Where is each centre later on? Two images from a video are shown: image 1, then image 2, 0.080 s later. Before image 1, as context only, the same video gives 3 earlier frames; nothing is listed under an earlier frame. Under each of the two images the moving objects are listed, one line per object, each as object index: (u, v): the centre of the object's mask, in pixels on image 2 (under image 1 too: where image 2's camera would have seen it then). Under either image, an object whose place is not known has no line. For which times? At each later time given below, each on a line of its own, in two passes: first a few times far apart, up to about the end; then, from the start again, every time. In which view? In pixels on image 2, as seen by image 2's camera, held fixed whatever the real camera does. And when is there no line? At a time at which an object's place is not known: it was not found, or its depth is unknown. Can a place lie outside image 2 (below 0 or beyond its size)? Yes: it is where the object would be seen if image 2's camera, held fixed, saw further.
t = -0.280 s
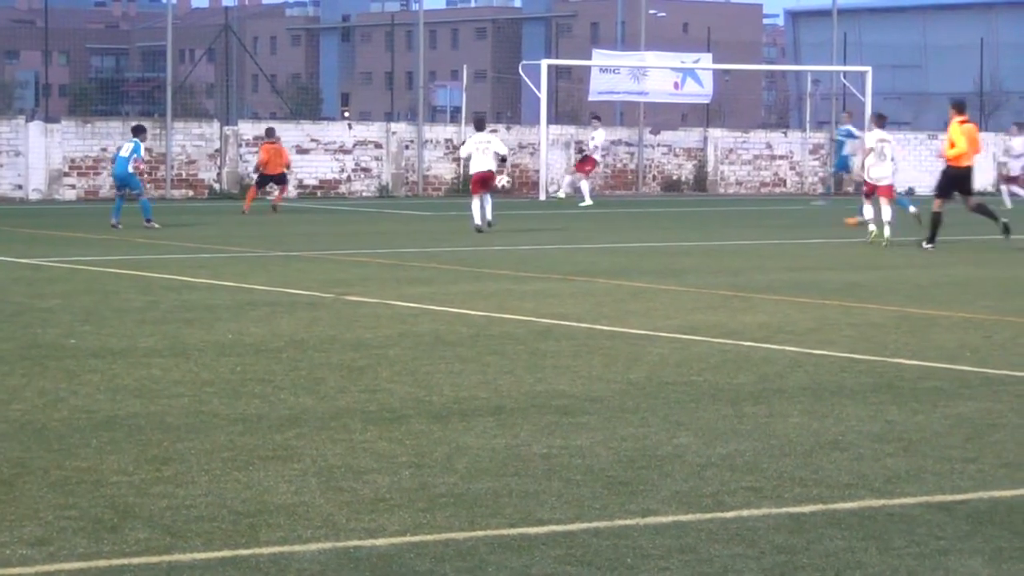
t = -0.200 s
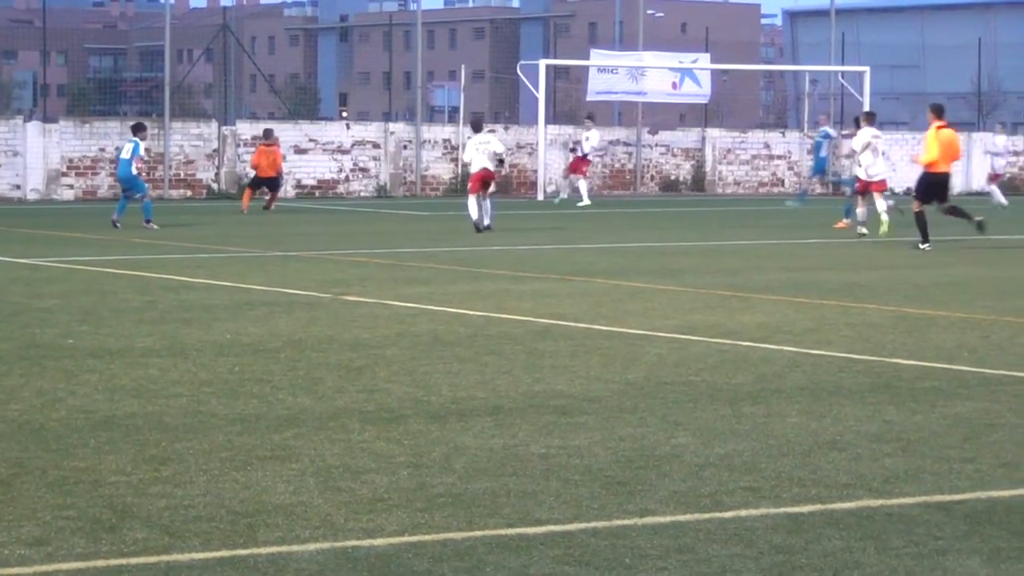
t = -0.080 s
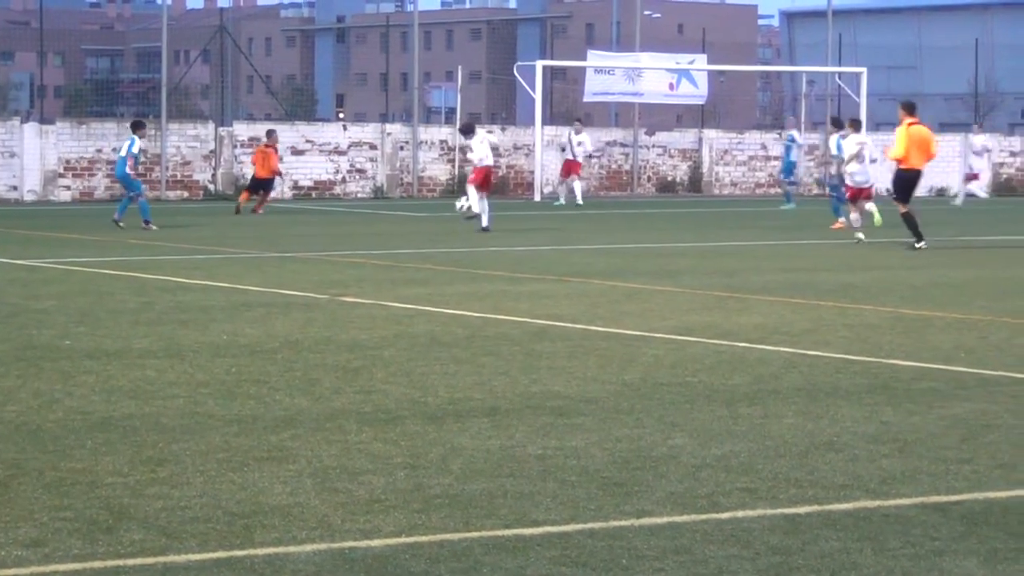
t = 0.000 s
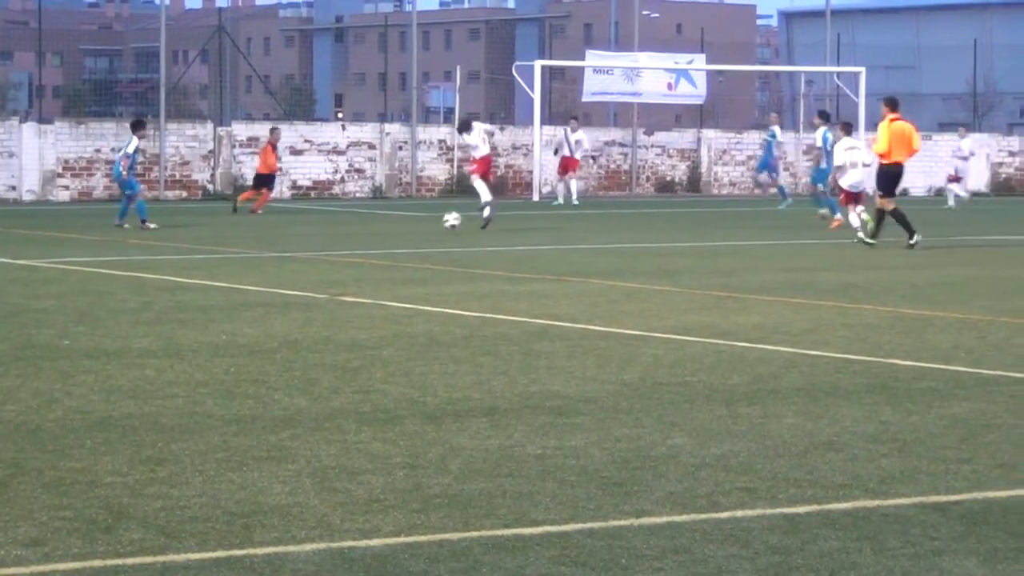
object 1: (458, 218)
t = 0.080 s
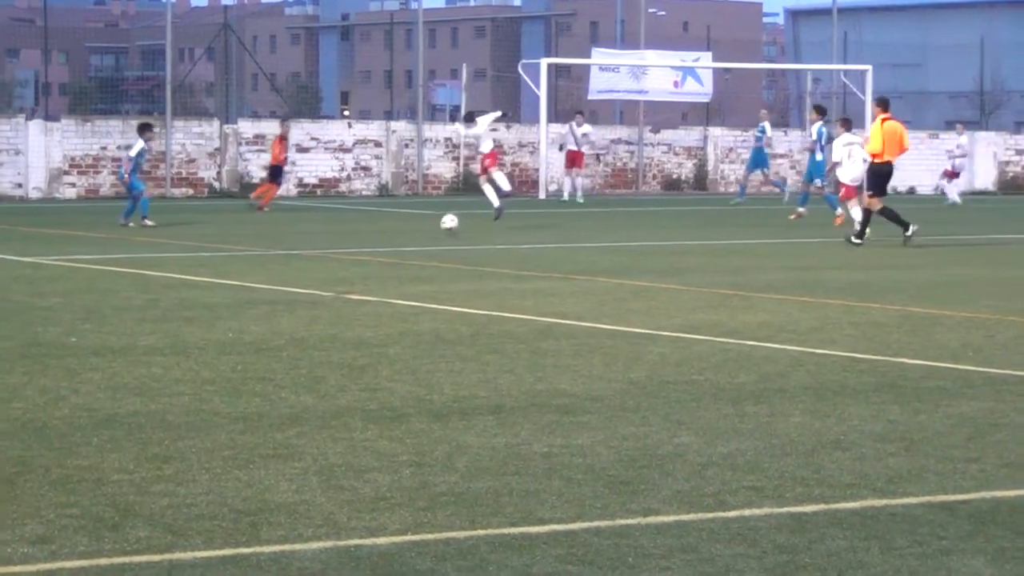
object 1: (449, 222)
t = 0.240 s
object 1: (437, 218)
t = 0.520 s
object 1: (428, 235)
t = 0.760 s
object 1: (430, 255)
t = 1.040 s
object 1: (440, 269)
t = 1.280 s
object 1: (450, 280)
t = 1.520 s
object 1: (466, 291)
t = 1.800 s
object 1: (490, 306)
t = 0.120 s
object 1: (446, 219)
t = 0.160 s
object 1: (443, 218)
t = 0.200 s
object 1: (440, 217)
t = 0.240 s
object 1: (437, 218)
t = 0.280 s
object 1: (435, 220)
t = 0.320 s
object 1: (433, 225)
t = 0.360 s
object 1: (431, 231)
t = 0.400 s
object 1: (429, 239)
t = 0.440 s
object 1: (428, 241)
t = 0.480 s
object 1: (428, 237)
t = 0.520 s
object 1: (428, 235)
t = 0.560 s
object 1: (427, 235)
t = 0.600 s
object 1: (428, 237)
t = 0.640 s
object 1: (428, 239)
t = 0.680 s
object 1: (429, 244)
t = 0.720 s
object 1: (429, 252)
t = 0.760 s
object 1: (430, 255)
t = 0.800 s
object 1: (431, 251)
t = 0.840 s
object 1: (432, 249)
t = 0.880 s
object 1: (434, 249)
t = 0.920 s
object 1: (435, 251)
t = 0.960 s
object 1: (437, 255)
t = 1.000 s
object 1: (438, 260)
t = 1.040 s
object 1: (440, 269)
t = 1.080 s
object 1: (441, 267)
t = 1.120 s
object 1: (443, 267)
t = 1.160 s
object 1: (445, 268)
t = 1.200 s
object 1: (447, 271)
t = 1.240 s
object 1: (448, 275)
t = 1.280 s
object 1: (450, 280)
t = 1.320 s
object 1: (453, 277)
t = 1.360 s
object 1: (455, 278)
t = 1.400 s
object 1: (457, 279)
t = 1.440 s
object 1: (460, 283)
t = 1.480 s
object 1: (463, 290)
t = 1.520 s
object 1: (466, 291)
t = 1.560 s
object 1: (468, 292)
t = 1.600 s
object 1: (472, 294)
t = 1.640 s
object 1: (475, 298)
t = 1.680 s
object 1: (478, 300)
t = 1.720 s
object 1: (481, 301)
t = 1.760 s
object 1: (486, 305)
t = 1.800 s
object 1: (490, 306)
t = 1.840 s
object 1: (493, 307)
